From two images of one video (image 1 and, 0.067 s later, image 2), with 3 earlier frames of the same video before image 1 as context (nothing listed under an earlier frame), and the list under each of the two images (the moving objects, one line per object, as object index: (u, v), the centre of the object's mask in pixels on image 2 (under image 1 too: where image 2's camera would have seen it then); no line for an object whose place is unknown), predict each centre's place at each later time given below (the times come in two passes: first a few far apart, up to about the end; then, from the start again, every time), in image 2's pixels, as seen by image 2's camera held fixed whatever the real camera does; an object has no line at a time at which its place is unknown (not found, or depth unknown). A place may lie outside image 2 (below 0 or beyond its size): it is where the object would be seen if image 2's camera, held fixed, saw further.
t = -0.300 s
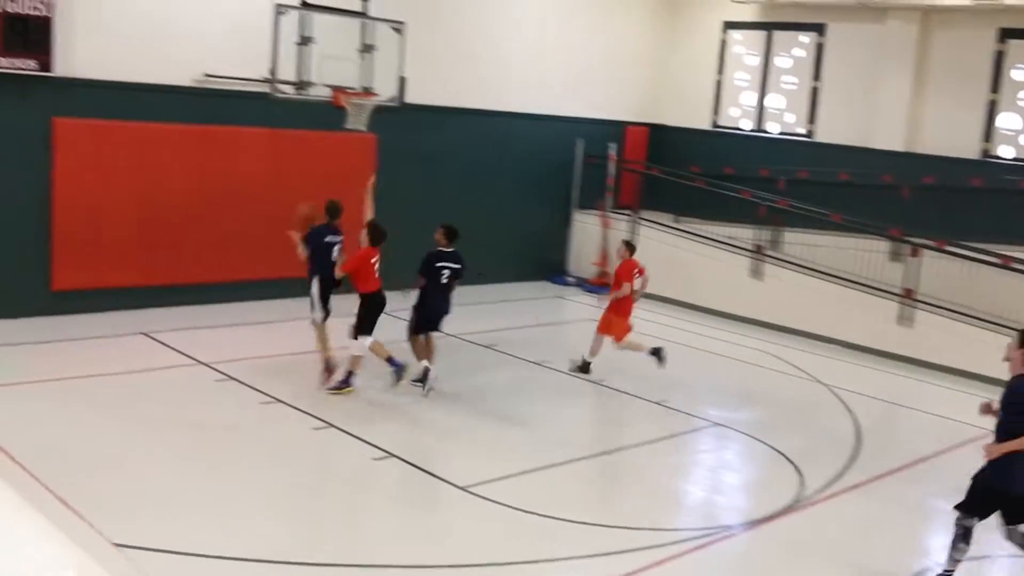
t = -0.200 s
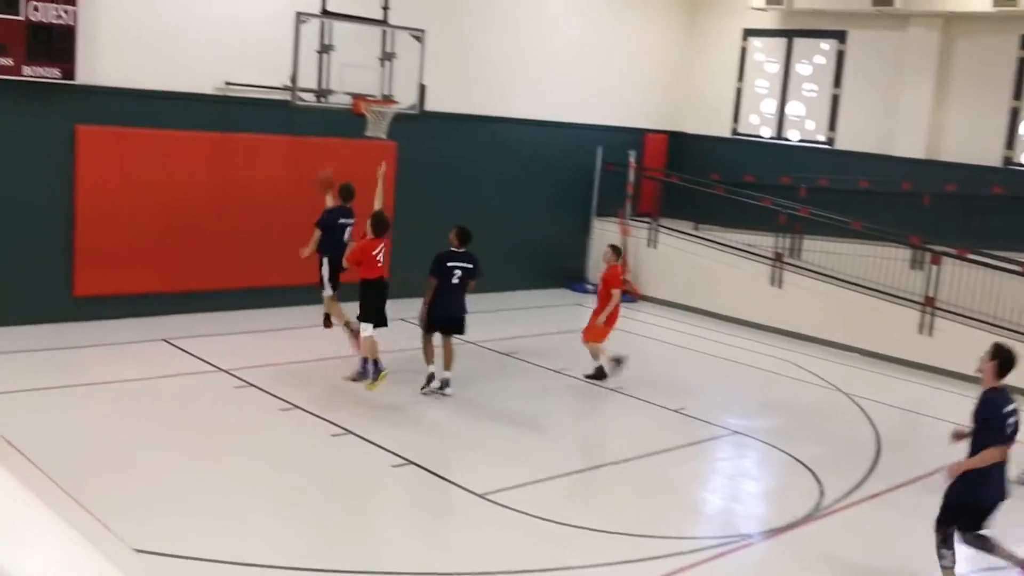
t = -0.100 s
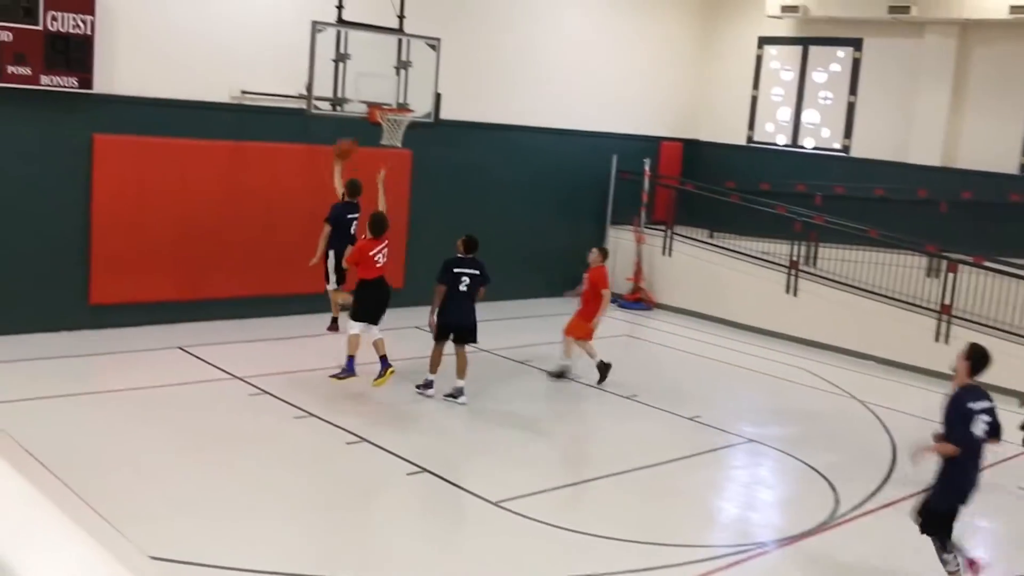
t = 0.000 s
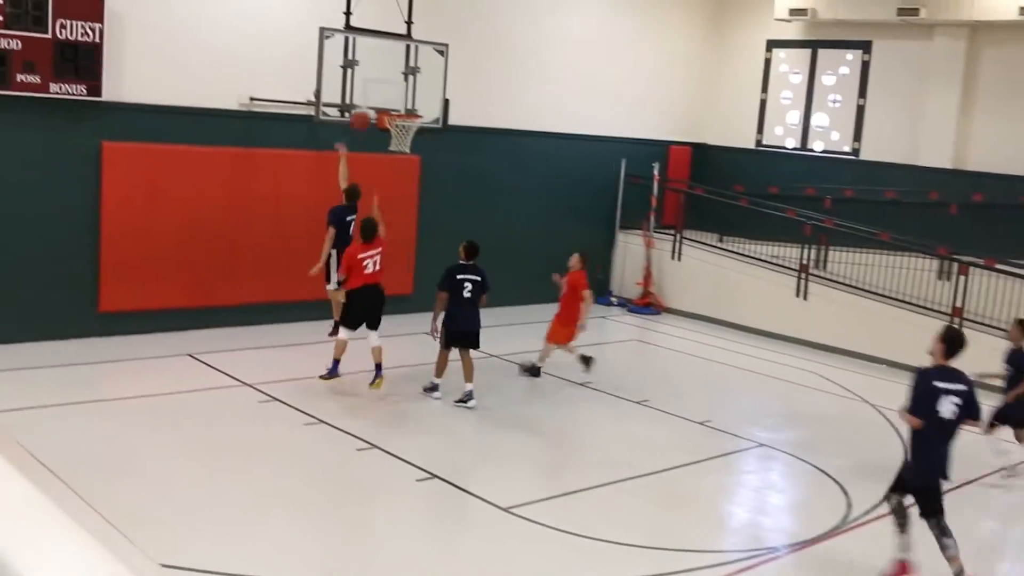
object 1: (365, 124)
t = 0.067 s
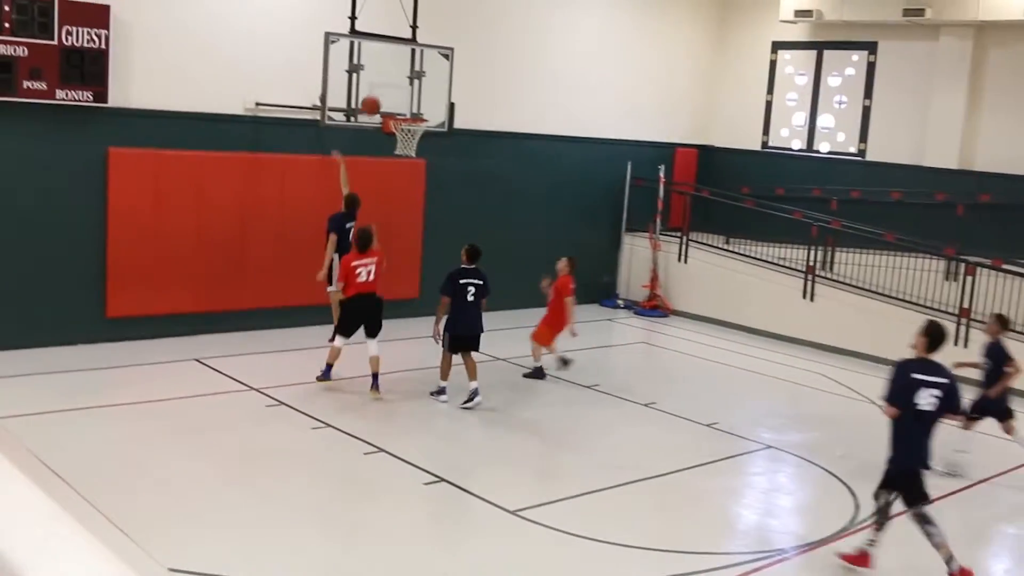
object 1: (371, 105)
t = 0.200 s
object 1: (380, 80)
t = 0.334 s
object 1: (390, 70)
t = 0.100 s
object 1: (373, 98)
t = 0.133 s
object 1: (376, 91)
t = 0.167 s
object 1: (378, 85)
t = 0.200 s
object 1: (380, 80)
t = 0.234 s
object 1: (382, 76)
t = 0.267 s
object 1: (384, 74)
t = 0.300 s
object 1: (387, 71)
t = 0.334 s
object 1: (390, 70)
